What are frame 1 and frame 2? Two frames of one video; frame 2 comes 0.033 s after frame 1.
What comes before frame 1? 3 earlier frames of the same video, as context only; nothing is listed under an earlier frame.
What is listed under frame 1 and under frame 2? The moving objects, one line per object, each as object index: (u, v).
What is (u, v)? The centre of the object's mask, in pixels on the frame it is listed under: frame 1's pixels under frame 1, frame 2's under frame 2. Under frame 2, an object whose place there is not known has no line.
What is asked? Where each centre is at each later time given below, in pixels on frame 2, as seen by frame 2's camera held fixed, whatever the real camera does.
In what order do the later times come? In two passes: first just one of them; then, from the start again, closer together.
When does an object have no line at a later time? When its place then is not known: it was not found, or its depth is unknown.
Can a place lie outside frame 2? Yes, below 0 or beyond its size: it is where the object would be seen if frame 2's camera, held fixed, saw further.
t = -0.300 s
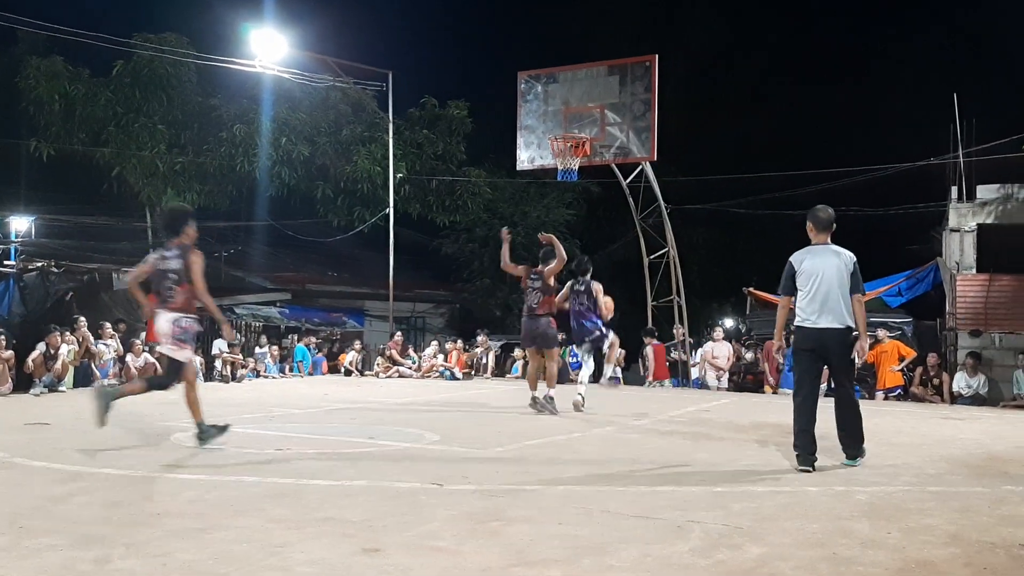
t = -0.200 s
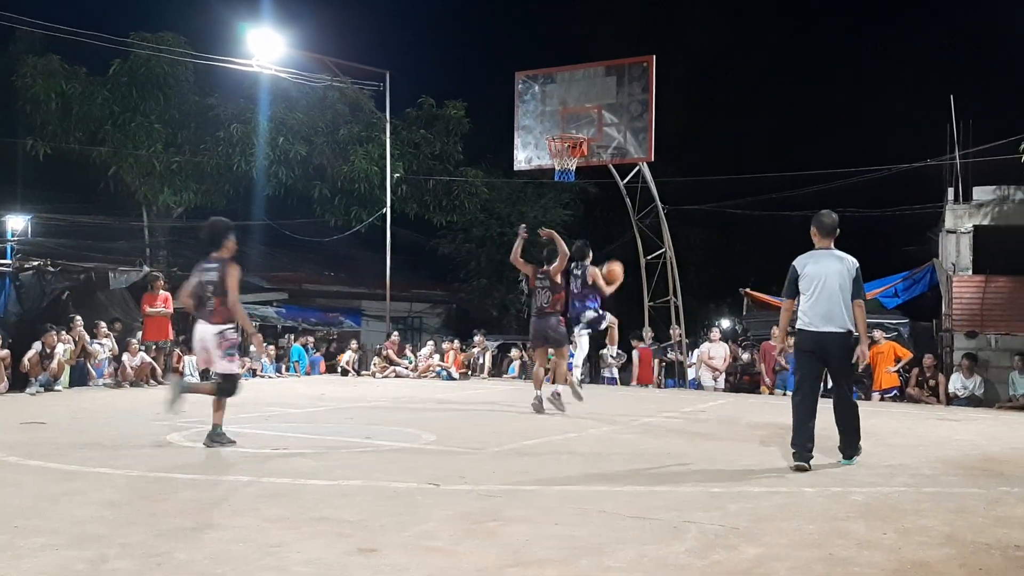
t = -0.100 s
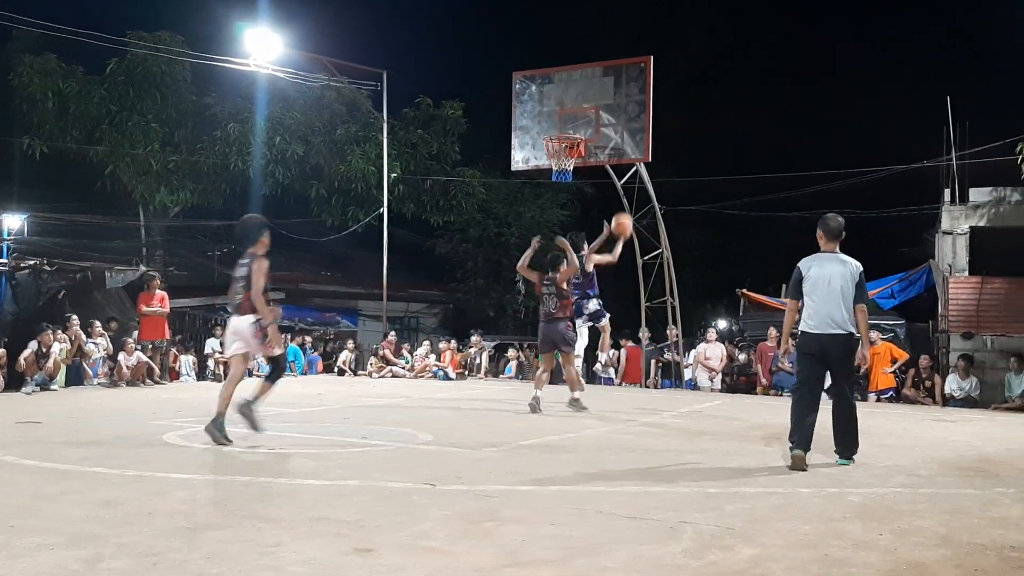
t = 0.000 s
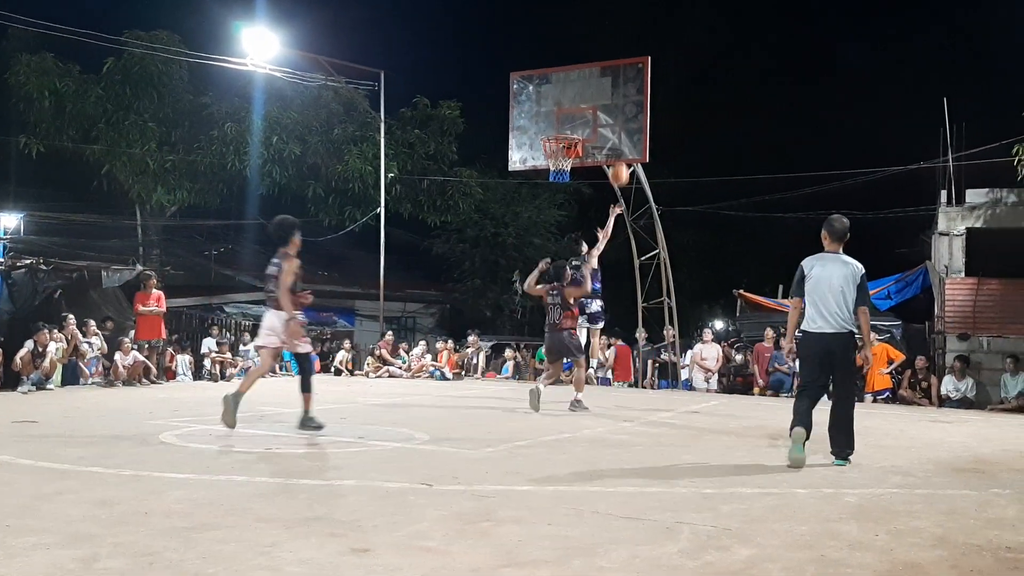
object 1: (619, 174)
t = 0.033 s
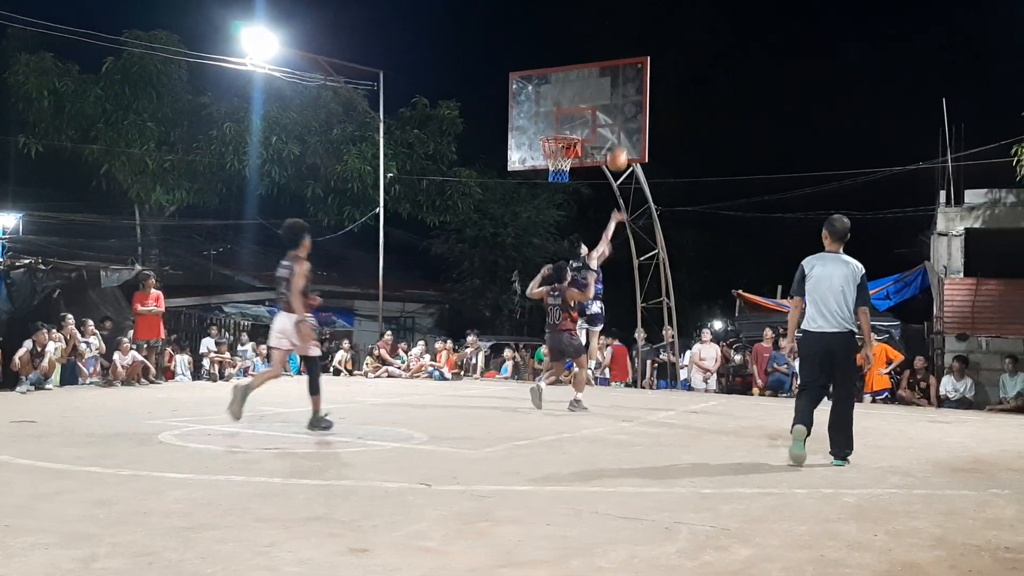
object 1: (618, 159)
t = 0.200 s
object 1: (608, 106)
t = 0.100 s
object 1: (617, 132)
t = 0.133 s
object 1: (615, 122)
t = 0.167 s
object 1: (610, 113)
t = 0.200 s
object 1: (608, 106)
